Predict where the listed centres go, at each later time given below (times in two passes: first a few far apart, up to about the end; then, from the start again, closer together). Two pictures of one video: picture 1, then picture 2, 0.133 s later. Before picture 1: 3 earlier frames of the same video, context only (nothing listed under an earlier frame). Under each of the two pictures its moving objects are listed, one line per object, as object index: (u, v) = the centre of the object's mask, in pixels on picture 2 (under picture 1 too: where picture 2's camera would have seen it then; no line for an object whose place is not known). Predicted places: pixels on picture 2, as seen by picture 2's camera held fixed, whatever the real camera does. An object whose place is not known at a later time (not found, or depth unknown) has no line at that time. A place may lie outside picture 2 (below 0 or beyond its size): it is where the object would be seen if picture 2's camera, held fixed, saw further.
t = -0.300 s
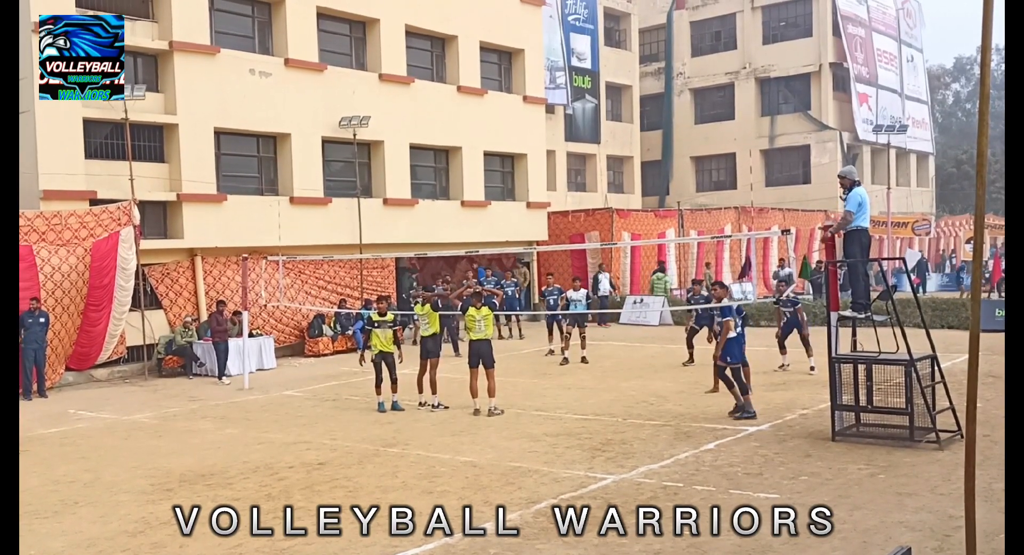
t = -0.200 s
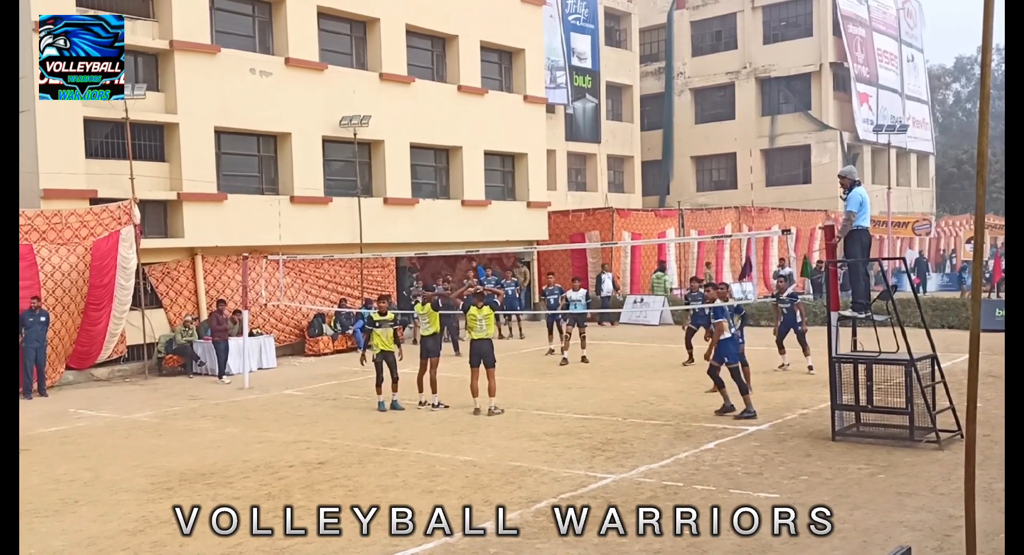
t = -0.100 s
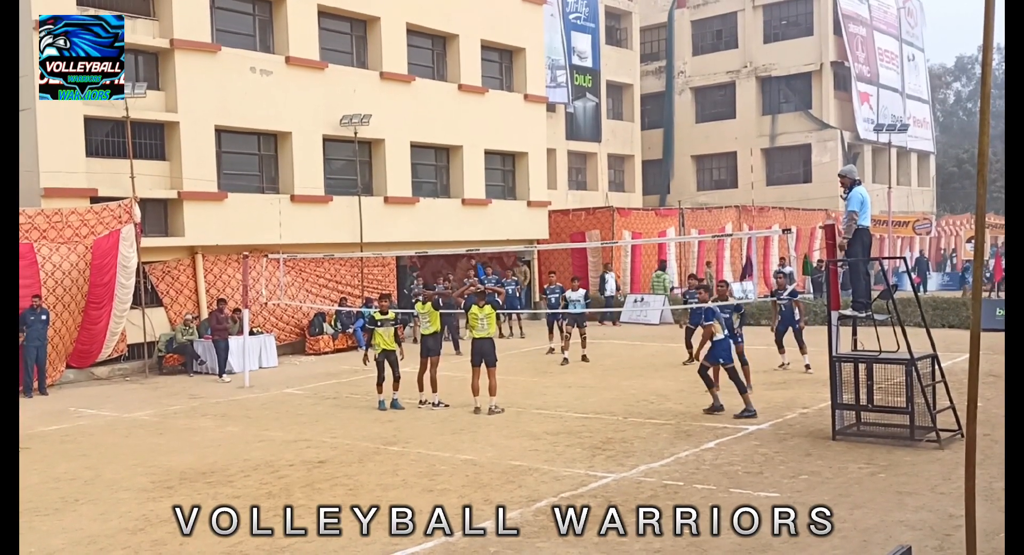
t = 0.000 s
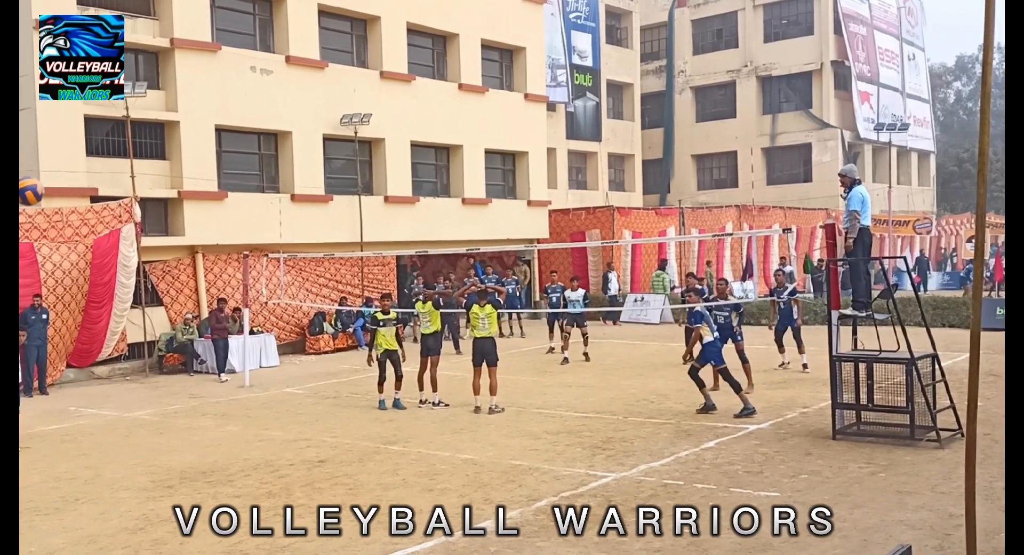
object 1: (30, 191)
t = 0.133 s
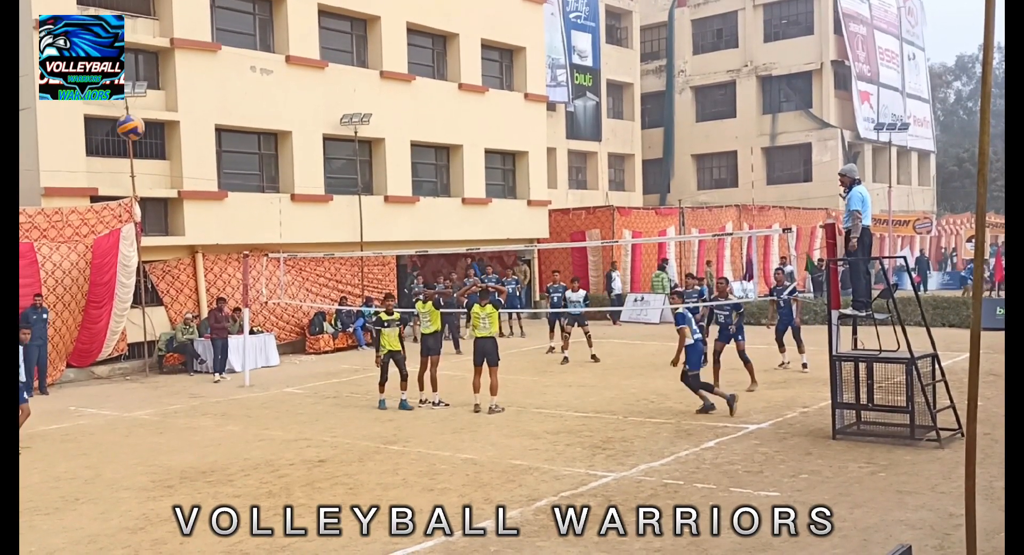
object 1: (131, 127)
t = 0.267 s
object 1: (207, 96)
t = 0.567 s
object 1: (322, 104)
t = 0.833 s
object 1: (392, 164)
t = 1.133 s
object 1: (442, 259)
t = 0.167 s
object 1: (151, 117)
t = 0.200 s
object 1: (172, 109)
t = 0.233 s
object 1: (190, 101)
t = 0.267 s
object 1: (207, 96)
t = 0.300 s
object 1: (223, 93)
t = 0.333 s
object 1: (238, 90)
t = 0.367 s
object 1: (252, 89)
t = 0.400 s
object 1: (266, 89)
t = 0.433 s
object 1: (278, 90)
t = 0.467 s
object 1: (290, 92)
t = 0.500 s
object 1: (301, 95)
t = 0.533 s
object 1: (312, 99)
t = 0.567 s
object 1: (322, 104)
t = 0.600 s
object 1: (333, 109)
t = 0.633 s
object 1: (342, 115)
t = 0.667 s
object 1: (350, 122)
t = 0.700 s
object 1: (361, 129)
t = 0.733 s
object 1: (369, 137)
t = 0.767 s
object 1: (377, 145)
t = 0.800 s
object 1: (385, 154)
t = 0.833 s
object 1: (392, 164)
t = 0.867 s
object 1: (400, 174)
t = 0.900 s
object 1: (406, 184)
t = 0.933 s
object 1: (414, 195)
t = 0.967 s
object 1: (420, 205)
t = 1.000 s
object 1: (426, 217)
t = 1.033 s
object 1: (432, 229)
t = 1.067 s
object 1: (437, 240)
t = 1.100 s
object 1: (442, 252)
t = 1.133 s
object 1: (442, 259)
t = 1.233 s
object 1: (438, 281)
